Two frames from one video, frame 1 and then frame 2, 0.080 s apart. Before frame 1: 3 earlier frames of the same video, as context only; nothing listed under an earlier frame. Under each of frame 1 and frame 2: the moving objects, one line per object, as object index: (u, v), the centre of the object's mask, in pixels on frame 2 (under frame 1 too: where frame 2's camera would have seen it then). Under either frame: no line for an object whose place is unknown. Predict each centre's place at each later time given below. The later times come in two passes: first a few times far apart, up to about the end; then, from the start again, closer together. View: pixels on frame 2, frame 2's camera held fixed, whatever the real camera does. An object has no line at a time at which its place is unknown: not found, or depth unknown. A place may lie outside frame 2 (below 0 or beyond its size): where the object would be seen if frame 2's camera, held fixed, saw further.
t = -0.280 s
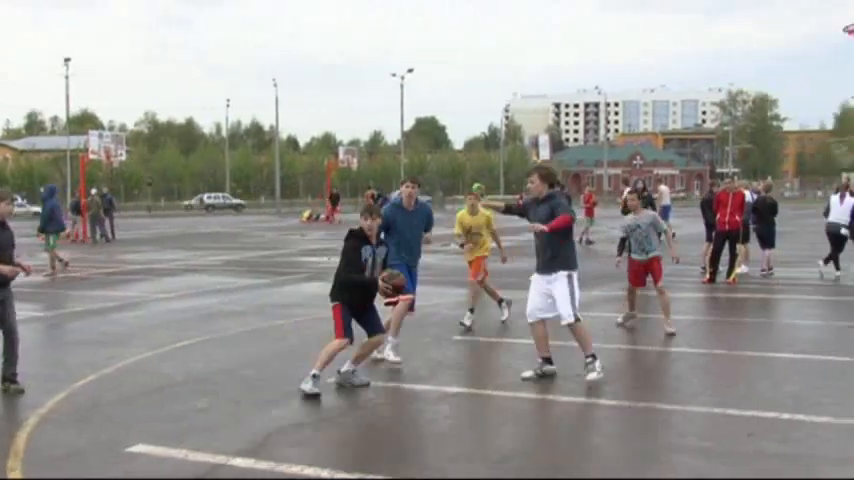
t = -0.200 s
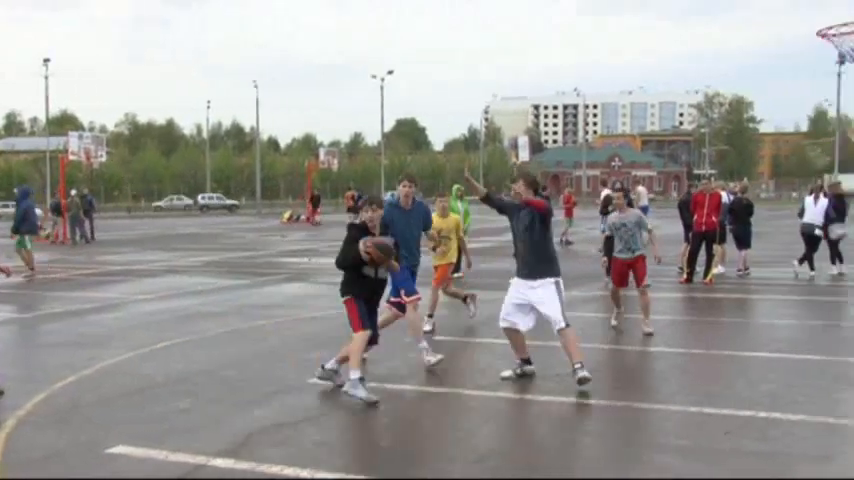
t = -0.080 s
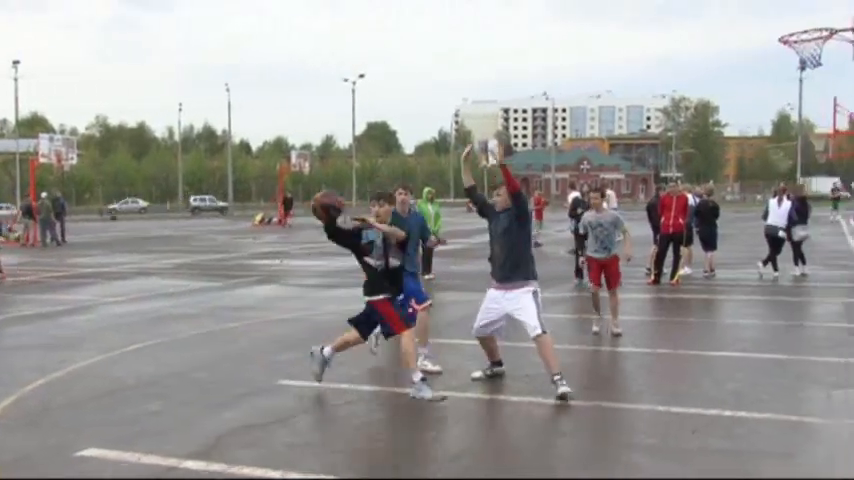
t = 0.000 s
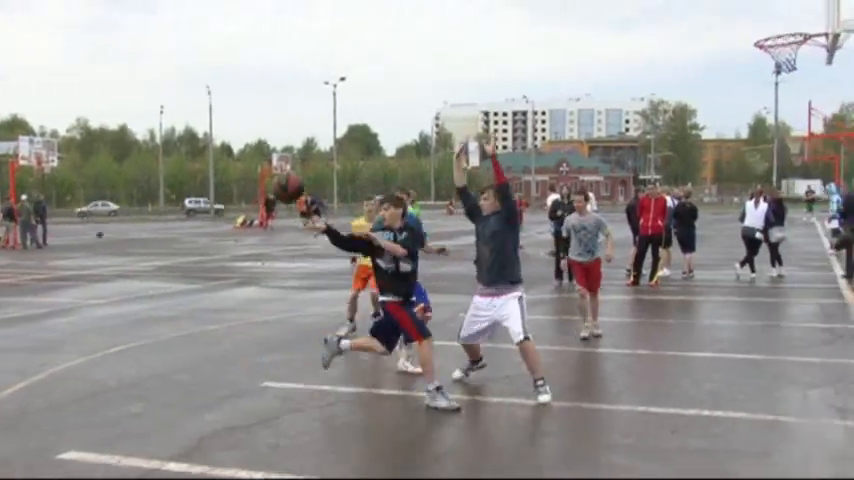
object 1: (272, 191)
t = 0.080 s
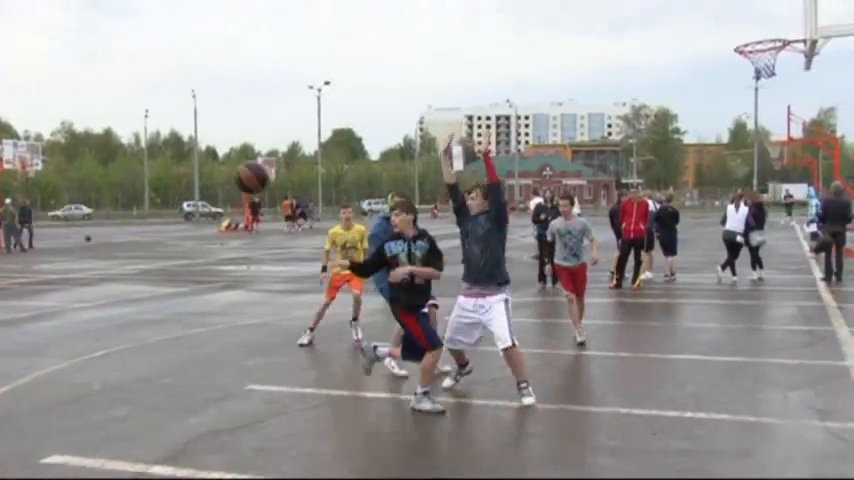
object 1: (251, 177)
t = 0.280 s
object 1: (194, 181)
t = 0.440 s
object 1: (147, 232)
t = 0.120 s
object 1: (240, 174)
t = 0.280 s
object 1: (194, 181)
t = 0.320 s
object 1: (183, 189)
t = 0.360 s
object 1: (171, 200)
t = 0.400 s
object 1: (158, 214)
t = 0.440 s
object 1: (147, 232)
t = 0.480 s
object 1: (132, 250)
